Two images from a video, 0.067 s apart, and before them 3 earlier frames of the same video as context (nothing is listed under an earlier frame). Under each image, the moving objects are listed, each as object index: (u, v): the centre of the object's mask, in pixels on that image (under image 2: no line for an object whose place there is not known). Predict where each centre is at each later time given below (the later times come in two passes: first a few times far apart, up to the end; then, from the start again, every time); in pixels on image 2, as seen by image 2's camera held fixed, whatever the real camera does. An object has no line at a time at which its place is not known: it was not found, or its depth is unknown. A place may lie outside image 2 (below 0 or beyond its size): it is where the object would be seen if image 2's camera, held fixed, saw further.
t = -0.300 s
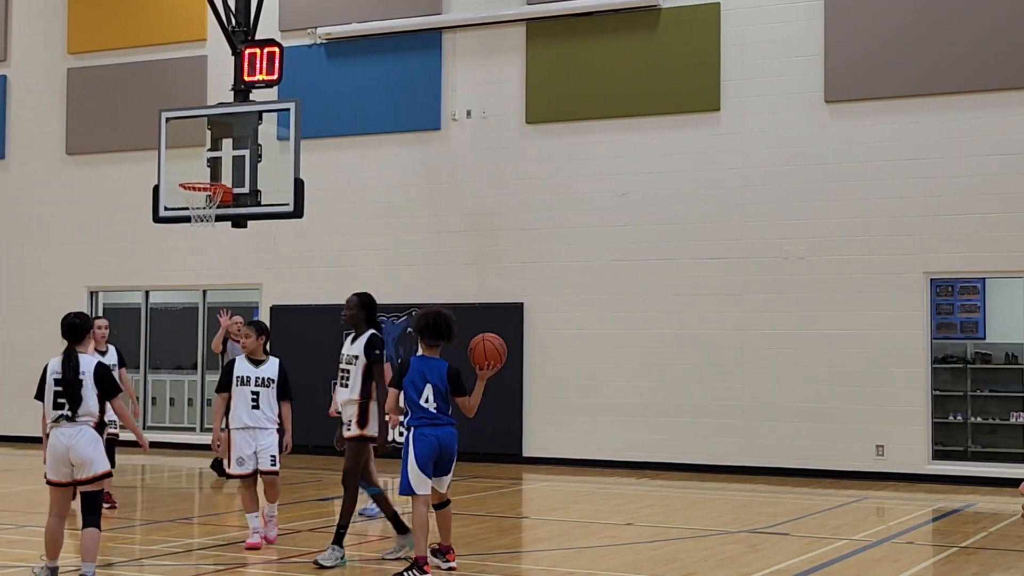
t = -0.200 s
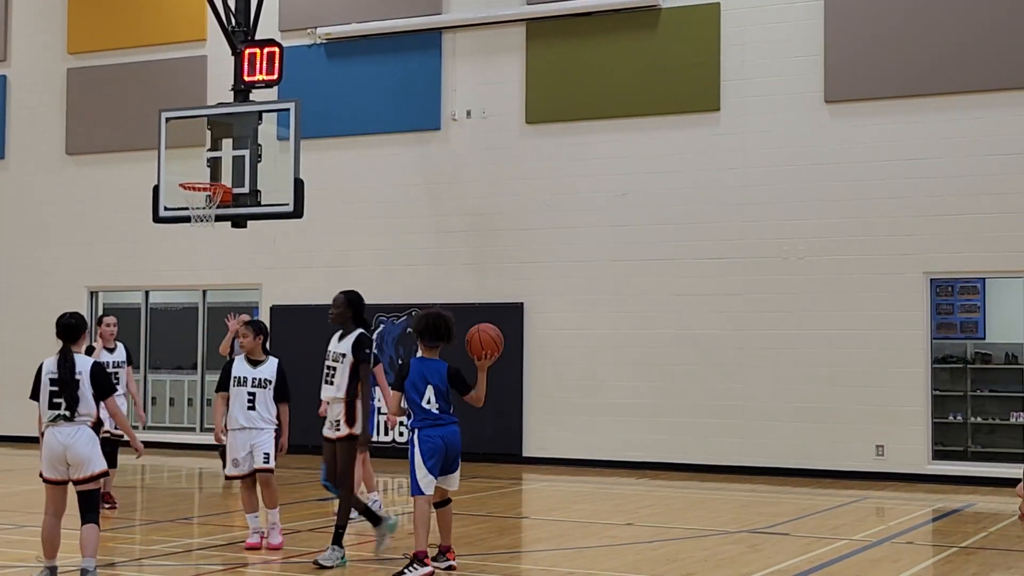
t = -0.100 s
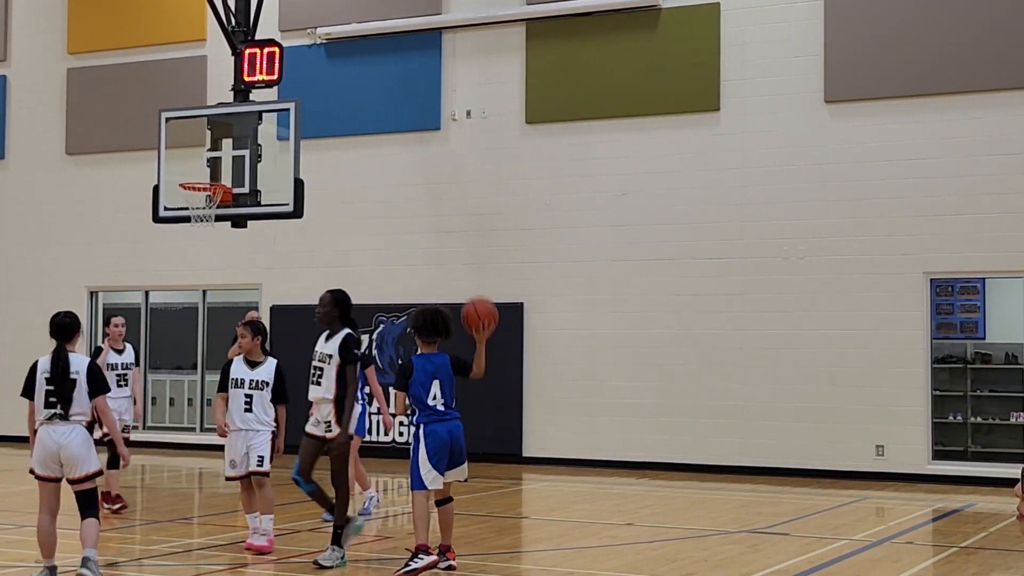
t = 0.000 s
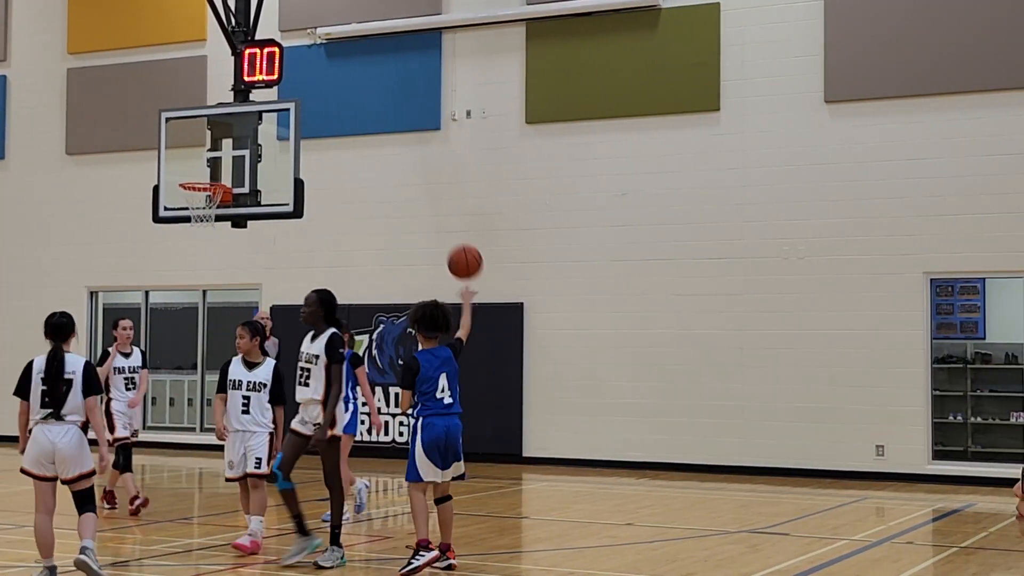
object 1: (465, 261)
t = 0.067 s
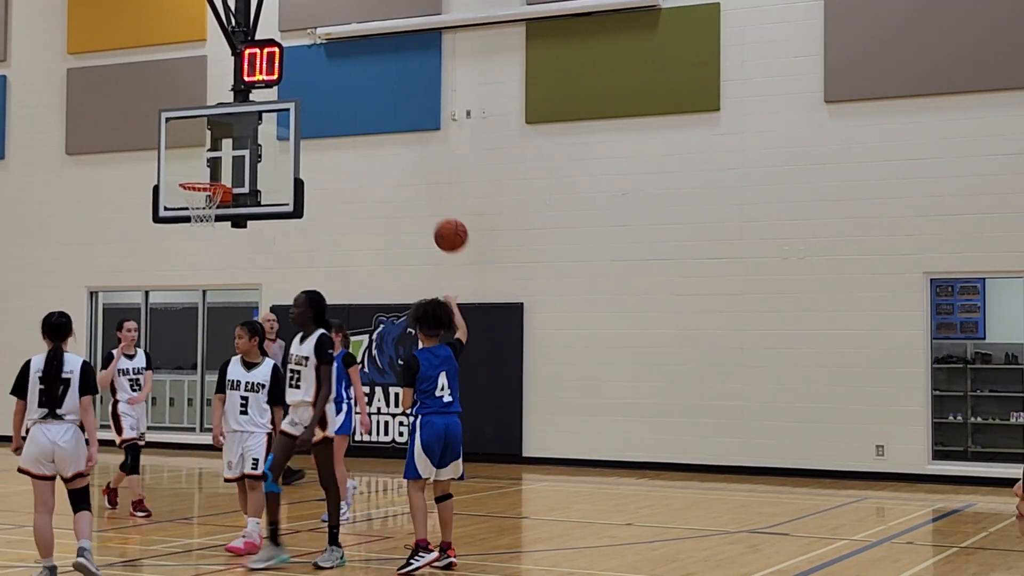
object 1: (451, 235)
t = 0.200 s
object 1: (426, 206)
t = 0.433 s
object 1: (389, 213)
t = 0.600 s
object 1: (367, 253)
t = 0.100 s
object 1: (444, 225)
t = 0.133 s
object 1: (438, 217)
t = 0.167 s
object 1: (432, 210)
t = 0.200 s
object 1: (426, 206)
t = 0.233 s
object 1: (420, 202)
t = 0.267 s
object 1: (414, 201)
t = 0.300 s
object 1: (409, 201)
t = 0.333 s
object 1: (404, 202)
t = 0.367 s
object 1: (399, 204)
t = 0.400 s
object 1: (394, 208)
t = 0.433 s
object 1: (389, 213)
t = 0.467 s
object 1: (384, 219)
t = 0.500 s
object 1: (380, 226)
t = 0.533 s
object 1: (376, 234)
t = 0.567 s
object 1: (371, 243)
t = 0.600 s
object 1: (367, 253)
